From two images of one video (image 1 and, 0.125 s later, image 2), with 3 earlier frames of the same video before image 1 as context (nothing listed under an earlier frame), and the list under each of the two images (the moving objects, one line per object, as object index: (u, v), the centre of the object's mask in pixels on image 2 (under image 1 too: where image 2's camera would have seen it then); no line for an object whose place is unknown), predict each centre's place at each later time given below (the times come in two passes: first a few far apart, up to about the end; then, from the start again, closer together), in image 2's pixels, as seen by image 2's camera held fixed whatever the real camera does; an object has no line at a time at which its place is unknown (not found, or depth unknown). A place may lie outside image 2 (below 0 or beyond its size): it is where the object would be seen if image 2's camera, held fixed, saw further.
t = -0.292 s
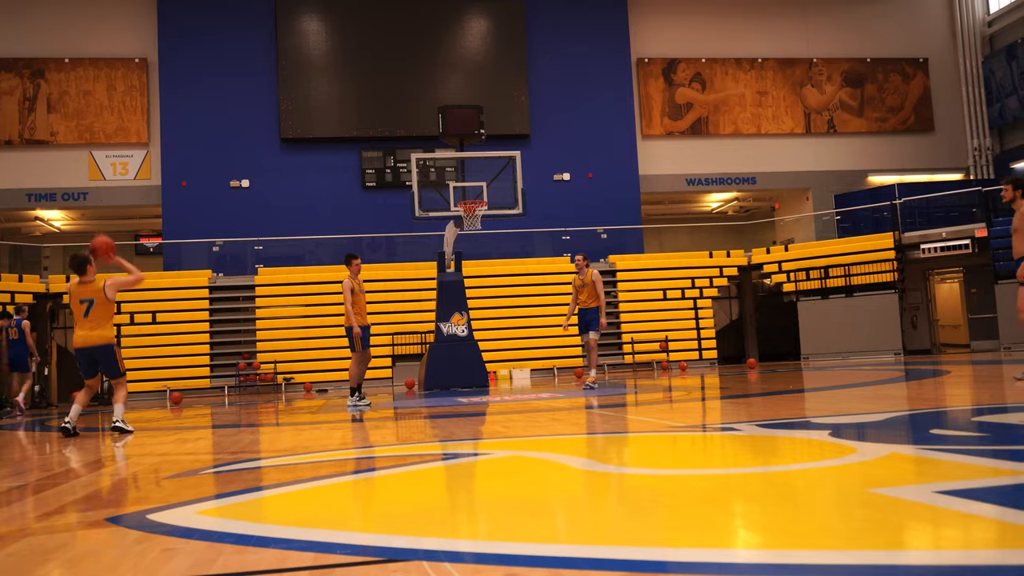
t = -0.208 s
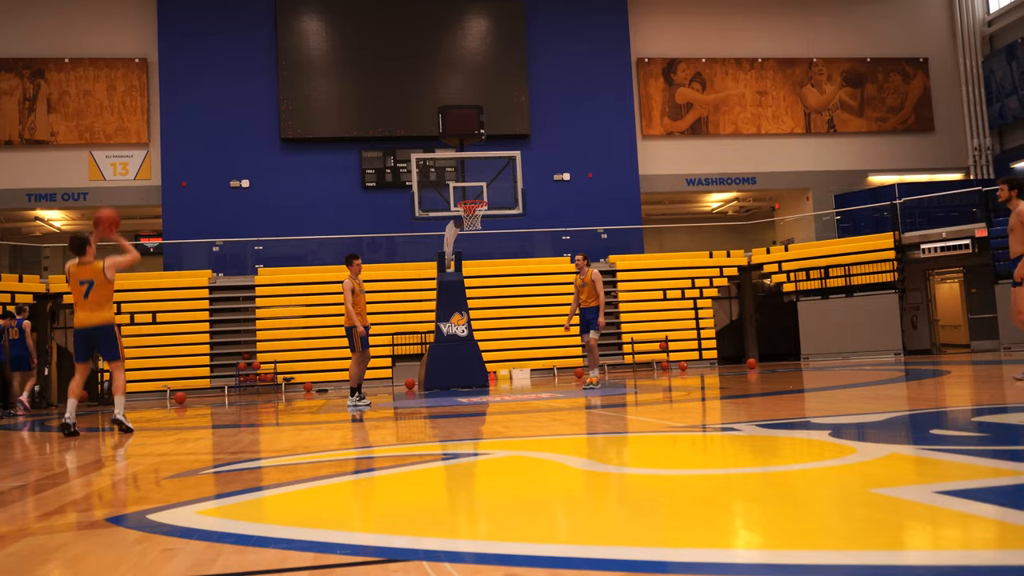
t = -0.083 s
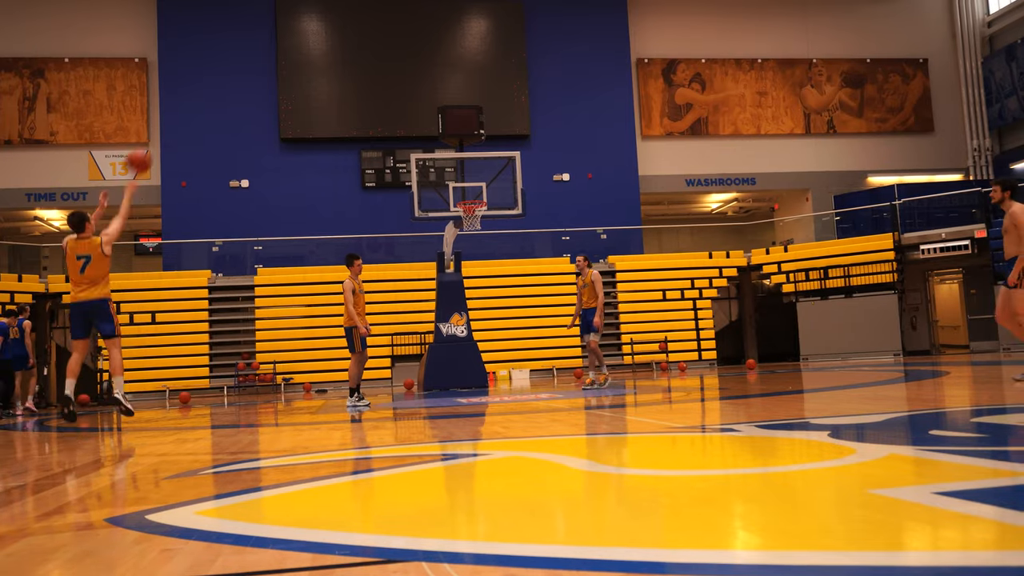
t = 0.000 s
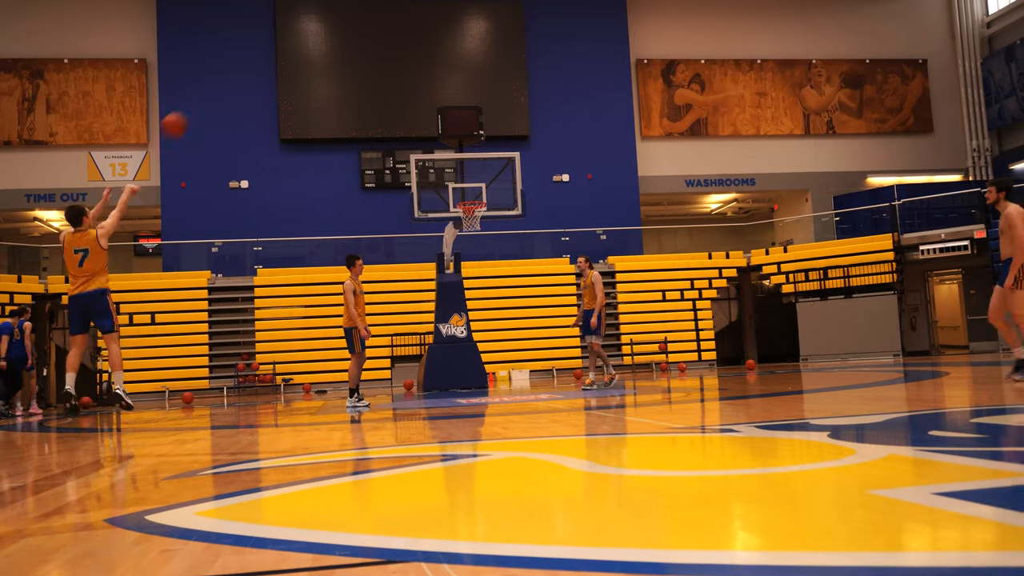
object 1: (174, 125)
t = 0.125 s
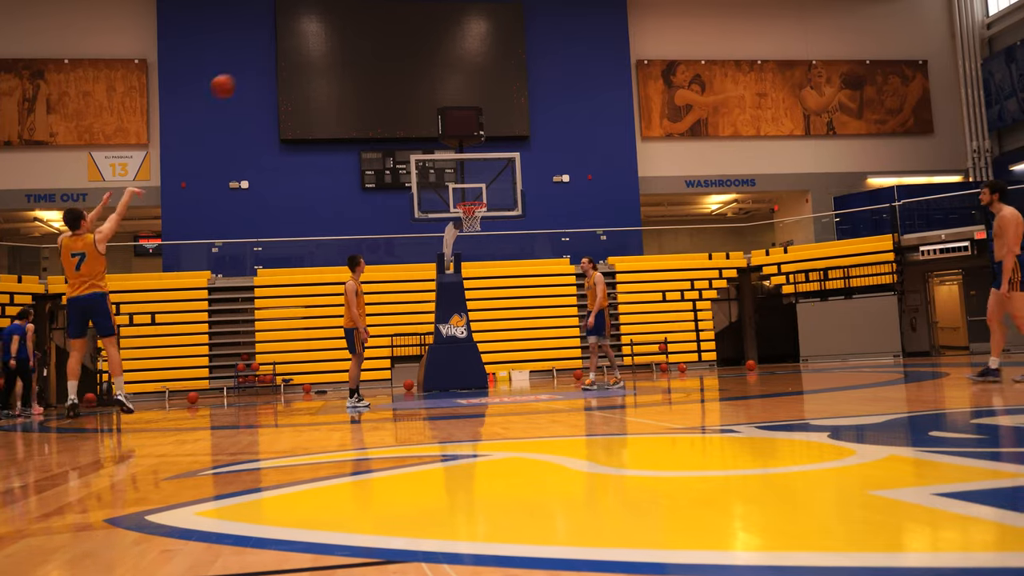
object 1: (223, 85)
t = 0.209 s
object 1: (252, 69)
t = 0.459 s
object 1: (328, 55)
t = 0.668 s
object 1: (381, 78)
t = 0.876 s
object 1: (428, 124)
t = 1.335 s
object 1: (476, 249)
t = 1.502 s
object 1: (473, 295)
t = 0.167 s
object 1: (237, 76)
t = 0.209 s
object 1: (252, 69)
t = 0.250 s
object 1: (266, 63)
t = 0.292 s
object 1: (279, 59)
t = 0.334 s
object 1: (292, 56)
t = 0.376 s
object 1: (304, 54)
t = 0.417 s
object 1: (316, 53)
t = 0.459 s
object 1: (328, 55)
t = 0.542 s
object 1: (350, 61)
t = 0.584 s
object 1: (360, 66)
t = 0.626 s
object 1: (371, 72)
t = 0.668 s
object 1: (381, 78)
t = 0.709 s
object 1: (390, 86)
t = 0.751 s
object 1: (400, 93)
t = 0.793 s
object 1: (410, 103)
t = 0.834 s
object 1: (419, 113)
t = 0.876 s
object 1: (428, 124)
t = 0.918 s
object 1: (437, 136)
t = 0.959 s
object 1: (446, 148)
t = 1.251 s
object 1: (478, 232)
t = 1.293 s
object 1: (477, 240)
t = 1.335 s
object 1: (476, 249)
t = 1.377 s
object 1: (475, 259)
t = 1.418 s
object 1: (474, 270)
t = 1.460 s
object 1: (473, 283)
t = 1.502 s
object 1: (473, 295)
